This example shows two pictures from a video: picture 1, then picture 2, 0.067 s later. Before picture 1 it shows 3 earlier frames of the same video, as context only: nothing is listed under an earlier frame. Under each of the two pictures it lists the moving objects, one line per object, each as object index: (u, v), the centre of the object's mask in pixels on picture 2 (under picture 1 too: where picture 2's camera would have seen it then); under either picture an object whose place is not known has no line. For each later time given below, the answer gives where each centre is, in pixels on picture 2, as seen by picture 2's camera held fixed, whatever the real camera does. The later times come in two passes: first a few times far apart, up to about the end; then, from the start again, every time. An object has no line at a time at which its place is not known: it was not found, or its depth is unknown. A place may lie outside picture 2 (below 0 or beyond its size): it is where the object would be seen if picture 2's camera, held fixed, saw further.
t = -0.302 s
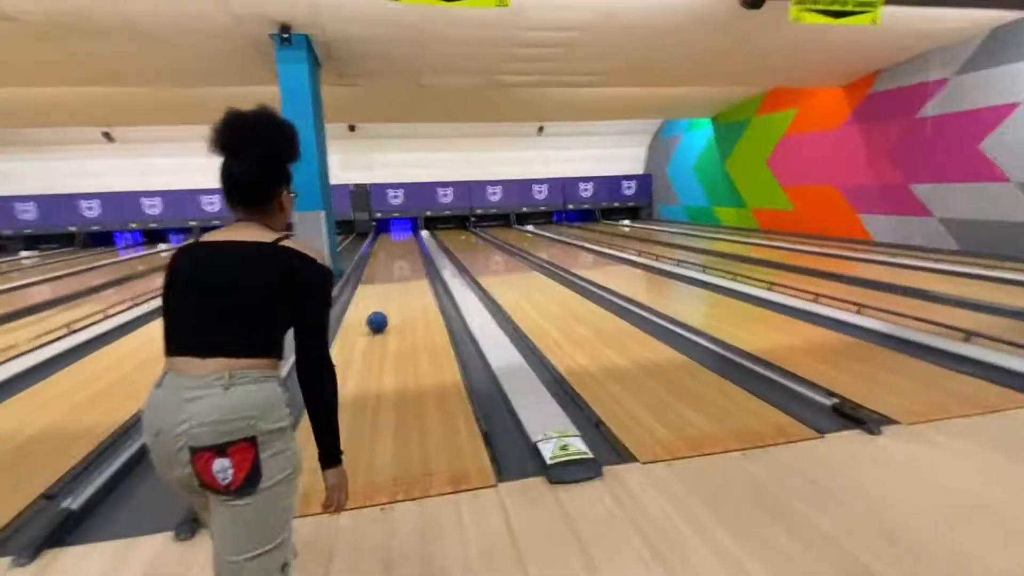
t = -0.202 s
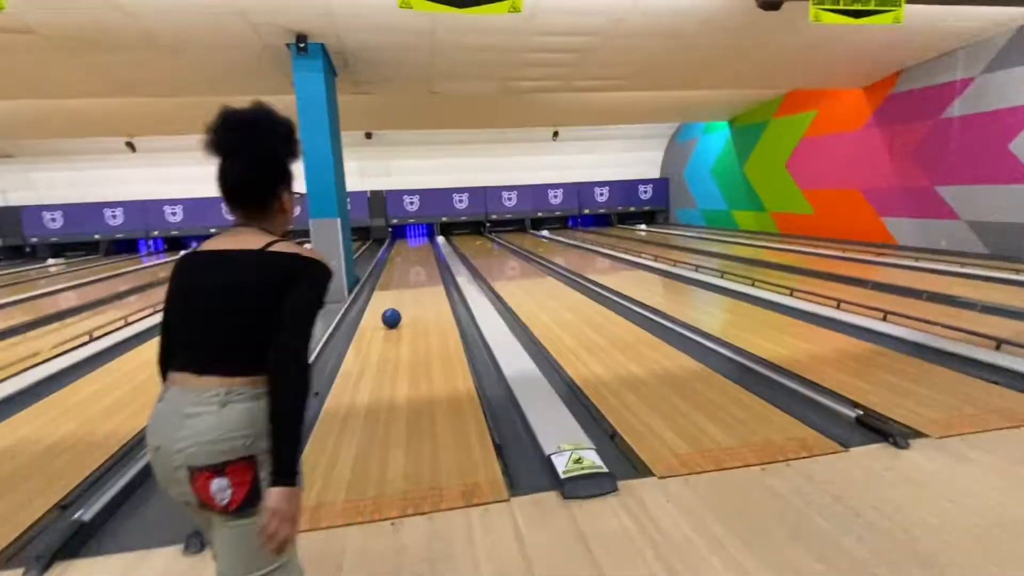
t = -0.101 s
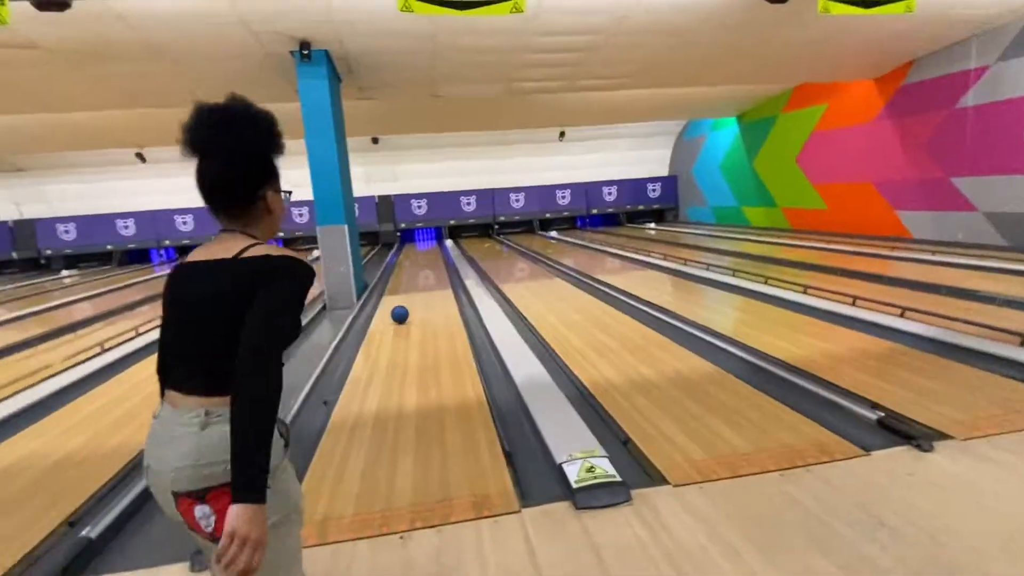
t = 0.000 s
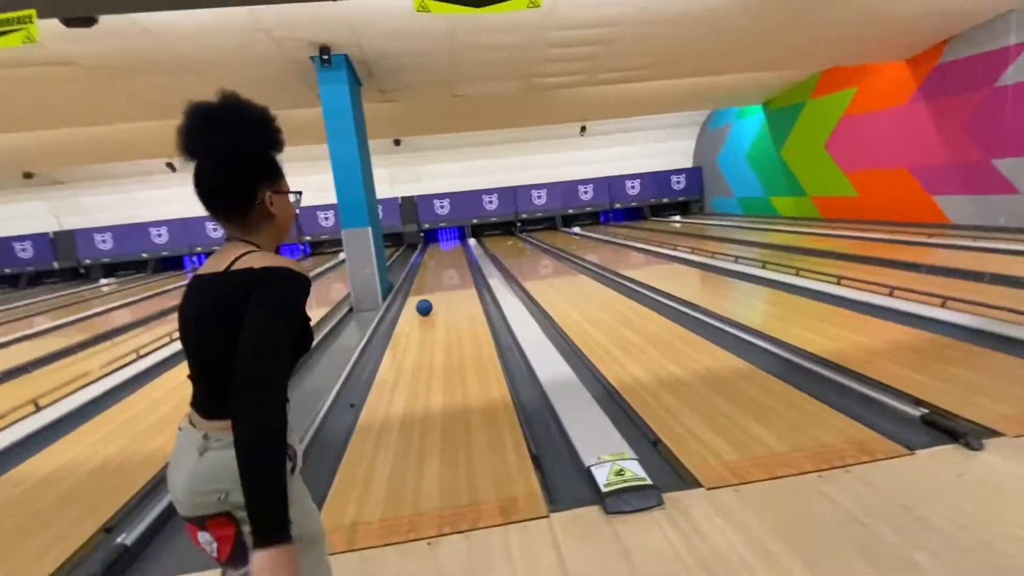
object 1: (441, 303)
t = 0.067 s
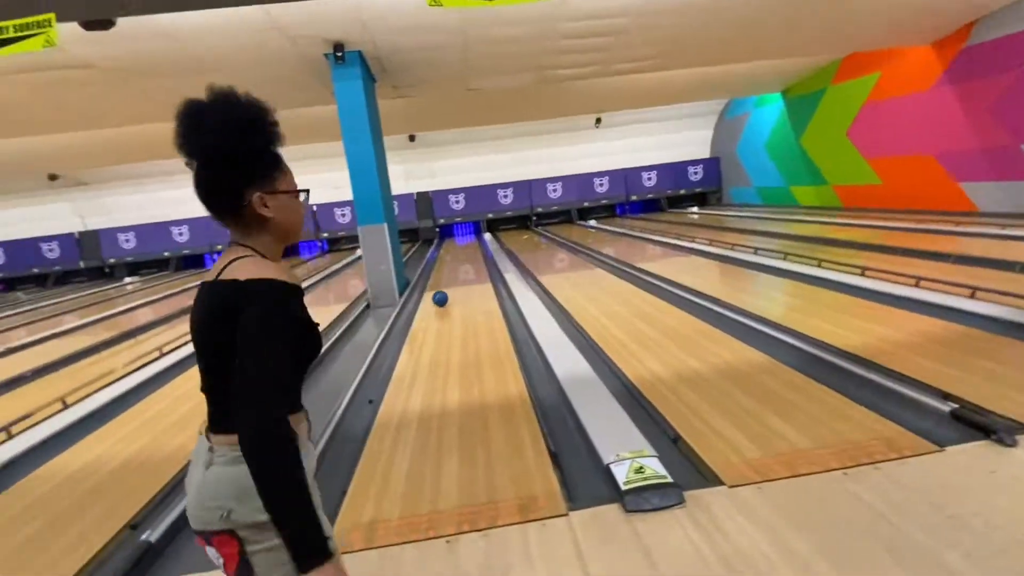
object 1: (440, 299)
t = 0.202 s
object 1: (439, 291)
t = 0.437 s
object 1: (440, 282)
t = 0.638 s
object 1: (440, 274)
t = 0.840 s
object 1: (439, 269)
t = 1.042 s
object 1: (436, 264)
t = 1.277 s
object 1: (438, 259)
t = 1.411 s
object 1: (435, 260)
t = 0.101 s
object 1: (439, 297)
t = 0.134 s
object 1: (439, 295)
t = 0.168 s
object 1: (439, 293)
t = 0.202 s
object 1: (439, 291)
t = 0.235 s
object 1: (439, 290)
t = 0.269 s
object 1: (439, 288)
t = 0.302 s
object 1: (439, 287)
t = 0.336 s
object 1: (440, 286)
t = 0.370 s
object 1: (439, 285)
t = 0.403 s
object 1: (440, 283)
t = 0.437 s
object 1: (440, 282)
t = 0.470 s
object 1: (440, 281)
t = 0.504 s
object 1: (440, 279)
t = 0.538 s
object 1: (440, 278)
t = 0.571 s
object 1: (440, 277)
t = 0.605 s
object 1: (441, 276)
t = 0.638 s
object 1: (440, 274)
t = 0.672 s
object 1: (441, 274)
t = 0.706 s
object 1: (440, 272)
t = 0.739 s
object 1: (440, 271)
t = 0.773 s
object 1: (439, 271)
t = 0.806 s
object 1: (440, 271)
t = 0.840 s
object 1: (439, 269)
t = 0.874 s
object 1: (438, 269)
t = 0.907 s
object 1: (438, 268)
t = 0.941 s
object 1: (437, 267)
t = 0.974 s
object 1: (437, 266)
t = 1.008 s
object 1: (436, 265)
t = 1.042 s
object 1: (436, 264)
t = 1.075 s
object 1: (436, 262)
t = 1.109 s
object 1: (437, 262)
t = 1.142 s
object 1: (436, 261)
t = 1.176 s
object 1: (436, 261)
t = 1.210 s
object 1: (437, 262)
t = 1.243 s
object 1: (436, 260)
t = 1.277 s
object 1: (438, 259)
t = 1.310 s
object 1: (438, 259)
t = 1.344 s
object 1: (436, 260)
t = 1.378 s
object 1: (435, 261)
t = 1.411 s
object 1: (435, 260)
